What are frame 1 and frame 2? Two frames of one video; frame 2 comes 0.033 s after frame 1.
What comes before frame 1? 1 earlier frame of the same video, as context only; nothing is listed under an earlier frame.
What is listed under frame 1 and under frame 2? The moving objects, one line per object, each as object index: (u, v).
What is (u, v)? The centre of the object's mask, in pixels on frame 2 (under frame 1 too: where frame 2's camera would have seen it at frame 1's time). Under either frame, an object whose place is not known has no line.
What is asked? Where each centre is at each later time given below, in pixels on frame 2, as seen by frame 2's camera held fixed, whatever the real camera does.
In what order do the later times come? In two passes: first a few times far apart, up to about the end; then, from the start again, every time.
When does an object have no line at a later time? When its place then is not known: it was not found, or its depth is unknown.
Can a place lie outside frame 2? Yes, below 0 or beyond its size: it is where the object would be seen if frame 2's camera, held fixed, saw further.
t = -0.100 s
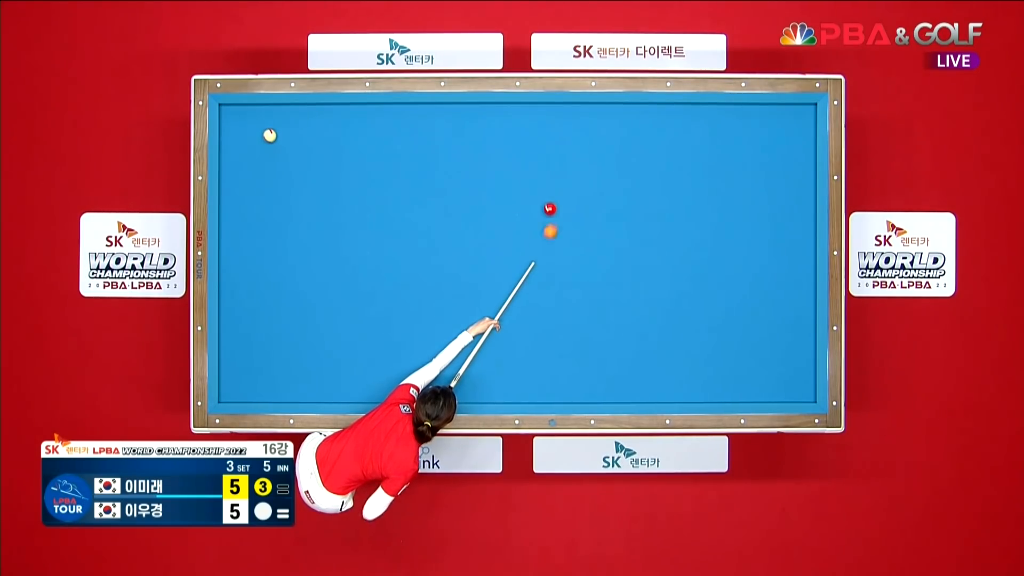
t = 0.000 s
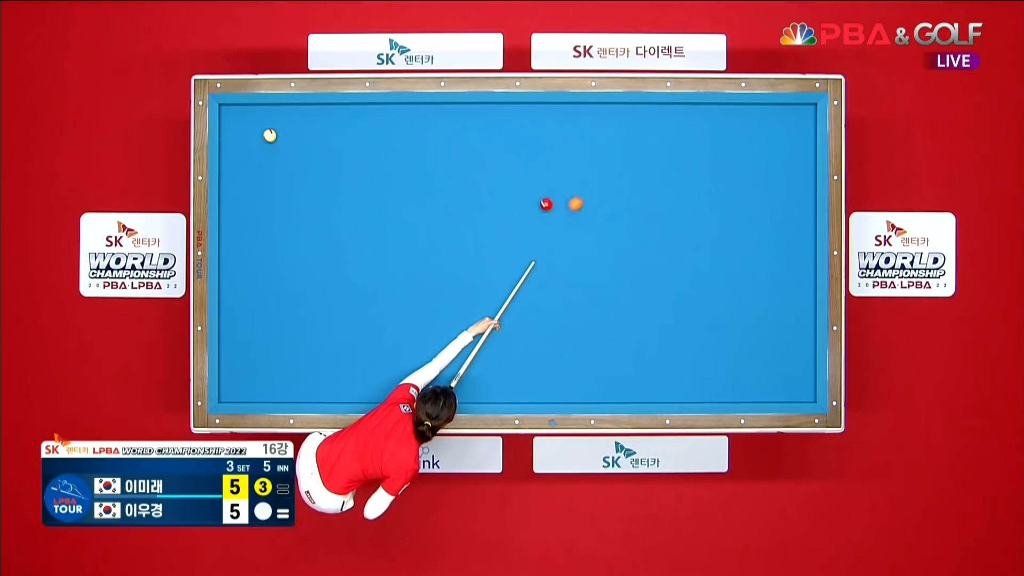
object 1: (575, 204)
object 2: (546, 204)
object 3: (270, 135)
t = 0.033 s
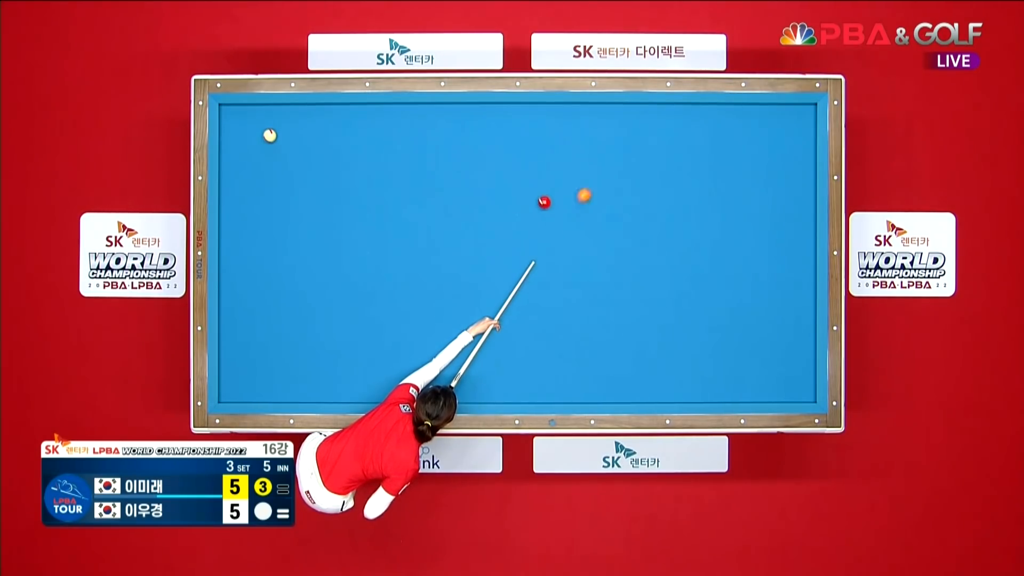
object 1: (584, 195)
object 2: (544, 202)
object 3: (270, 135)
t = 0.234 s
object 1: (636, 144)
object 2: (536, 191)
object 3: (270, 135)
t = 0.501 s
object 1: (705, 133)
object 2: (525, 178)
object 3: (270, 135)
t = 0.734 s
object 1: (765, 170)
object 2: (515, 166)
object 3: (270, 135)
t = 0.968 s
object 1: (802, 205)
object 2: (506, 155)
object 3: (270, 135)
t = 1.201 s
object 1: (762, 245)
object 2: (498, 144)
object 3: (270, 135)
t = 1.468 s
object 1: (724, 290)
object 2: (488, 132)
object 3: (270, 135)
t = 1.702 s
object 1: (691, 329)
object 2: (480, 123)
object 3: (270, 135)
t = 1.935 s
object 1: (660, 368)
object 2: (473, 113)
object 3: (270, 135)
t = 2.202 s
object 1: (623, 388)
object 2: (465, 111)
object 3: (270, 135)
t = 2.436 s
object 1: (591, 366)
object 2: (460, 116)
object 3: (270, 135)
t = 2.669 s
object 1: (560, 344)
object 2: (456, 121)
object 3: (270, 135)
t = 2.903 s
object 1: (529, 323)
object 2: (452, 125)
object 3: (270, 135)
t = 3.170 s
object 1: (494, 299)
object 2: (447, 129)
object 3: (270, 135)
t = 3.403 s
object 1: (464, 279)
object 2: (444, 133)
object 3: (270, 135)
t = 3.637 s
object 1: (434, 259)
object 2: (440, 136)
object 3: (270, 135)
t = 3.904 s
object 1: (401, 237)
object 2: (437, 139)
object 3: (270, 135)
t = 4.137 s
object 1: (372, 217)
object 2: (435, 141)
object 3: (270, 135)
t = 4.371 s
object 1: (345, 199)
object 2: (433, 143)
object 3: (270, 135)
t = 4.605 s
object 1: (318, 180)
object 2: (431, 145)
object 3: (270, 135)
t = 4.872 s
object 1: (287, 160)
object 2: (430, 147)
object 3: (270, 135)
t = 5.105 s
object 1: (262, 148)
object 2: (429, 148)
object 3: (269, 129)
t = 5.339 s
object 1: (240, 146)
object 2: (428, 148)
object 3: (266, 117)
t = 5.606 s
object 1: (231, 141)
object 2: (428, 149)
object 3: (264, 114)
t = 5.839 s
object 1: (243, 134)
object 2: (428, 149)
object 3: (262, 121)
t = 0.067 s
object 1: (593, 187)
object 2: (543, 200)
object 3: (270, 135)
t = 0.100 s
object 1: (602, 178)
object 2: (541, 198)
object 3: (270, 135)
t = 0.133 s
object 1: (611, 169)
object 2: (540, 197)
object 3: (270, 135)
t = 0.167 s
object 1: (619, 161)
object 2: (538, 195)
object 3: (270, 135)
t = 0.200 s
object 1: (627, 153)
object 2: (537, 193)
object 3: (270, 135)
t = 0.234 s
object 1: (636, 144)
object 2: (536, 191)
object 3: (270, 135)
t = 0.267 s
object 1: (645, 135)
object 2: (534, 190)
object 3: (270, 135)
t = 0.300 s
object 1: (654, 127)
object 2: (533, 188)
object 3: (270, 135)
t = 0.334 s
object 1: (662, 118)
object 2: (531, 186)
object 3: (270, 135)
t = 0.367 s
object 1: (671, 110)
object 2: (530, 184)
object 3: (270, 135)
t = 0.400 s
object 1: (679, 113)
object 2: (529, 183)
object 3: (270, 135)
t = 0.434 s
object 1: (688, 121)
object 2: (527, 181)
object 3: (270, 135)
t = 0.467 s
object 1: (697, 128)
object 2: (526, 180)
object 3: (270, 135)
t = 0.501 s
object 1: (705, 133)
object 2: (525, 178)
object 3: (270, 135)
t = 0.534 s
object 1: (714, 140)
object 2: (523, 176)
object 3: (270, 135)
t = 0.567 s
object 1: (723, 145)
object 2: (522, 174)
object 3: (270, 135)
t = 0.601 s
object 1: (731, 151)
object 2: (520, 173)
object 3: (270, 135)
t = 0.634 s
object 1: (739, 155)
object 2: (519, 171)
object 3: (270, 135)
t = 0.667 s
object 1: (748, 160)
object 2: (518, 169)
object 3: (270, 135)
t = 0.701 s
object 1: (757, 165)
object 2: (516, 168)
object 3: (270, 135)
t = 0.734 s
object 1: (765, 170)
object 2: (515, 166)
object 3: (270, 135)
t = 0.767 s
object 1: (773, 175)
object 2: (514, 165)
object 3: (270, 135)
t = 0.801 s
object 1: (782, 180)
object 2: (513, 163)
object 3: (270, 135)
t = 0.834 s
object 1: (790, 184)
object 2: (511, 161)
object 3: (270, 135)
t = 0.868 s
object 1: (798, 189)
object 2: (510, 160)
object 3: (270, 135)
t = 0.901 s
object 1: (807, 194)
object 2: (509, 158)
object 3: (270, 135)
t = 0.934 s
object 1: (809, 199)
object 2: (507, 156)
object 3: (270, 135)
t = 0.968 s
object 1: (802, 205)
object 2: (506, 155)
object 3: (270, 135)
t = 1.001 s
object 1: (794, 211)
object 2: (505, 153)
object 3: (270, 135)
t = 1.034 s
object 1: (788, 216)
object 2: (504, 152)
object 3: (270, 135)
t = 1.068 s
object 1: (782, 222)
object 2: (502, 150)
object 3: (270, 135)
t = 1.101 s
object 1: (776, 228)
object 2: (501, 149)
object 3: (270, 135)
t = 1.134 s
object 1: (771, 234)
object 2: (500, 147)
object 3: (270, 135)
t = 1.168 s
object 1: (766, 240)
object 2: (499, 146)
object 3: (270, 135)
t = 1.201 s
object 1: (762, 245)
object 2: (498, 144)
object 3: (270, 135)
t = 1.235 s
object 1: (757, 251)
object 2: (496, 143)
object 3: (270, 135)
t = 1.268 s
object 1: (752, 257)
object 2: (495, 141)
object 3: (270, 135)
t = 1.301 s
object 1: (747, 262)
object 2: (494, 140)
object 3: (270, 135)
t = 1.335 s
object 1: (742, 268)
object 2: (493, 138)
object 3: (270, 135)
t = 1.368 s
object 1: (738, 274)
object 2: (492, 137)
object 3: (270, 135)
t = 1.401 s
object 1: (733, 279)
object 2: (491, 135)
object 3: (270, 135)
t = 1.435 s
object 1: (729, 285)
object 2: (489, 134)
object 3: (270, 135)
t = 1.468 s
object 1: (724, 290)
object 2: (488, 132)
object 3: (270, 135)
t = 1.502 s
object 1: (719, 296)
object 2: (487, 131)
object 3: (270, 135)
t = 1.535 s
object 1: (715, 301)
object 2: (486, 130)
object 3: (270, 135)
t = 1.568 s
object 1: (710, 307)
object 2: (485, 128)
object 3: (270, 135)
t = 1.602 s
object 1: (706, 313)
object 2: (484, 127)
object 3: (270, 135)
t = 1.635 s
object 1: (701, 318)
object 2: (482, 125)
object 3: (270, 135)
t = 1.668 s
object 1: (696, 324)
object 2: (481, 124)
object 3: (270, 135)
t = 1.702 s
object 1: (691, 329)
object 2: (480, 123)
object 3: (270, 135)
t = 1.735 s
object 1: (687, 335)
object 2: (479, 121)
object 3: (270, 135)
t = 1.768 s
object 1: (682, 340)
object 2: (478, 120)
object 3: (270, 135)
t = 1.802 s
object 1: (678, 346)
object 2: (477, 119)
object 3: (270, 135)
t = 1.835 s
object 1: (673, 351)
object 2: (476, 117)
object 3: (270, 135)
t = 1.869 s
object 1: (669, 357)
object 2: (475, 116)
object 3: (270, 135)
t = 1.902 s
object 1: (664, 362)
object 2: (474, 115)
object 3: (270, 135)
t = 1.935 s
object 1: (660, 368)
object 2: (473, 113)
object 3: (270, 135)
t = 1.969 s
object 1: (655, 373)
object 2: (471, 112)
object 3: (270, 135)
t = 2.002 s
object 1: (651, 379)
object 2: (470, 111)
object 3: (270, 135)
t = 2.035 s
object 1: (646, 384)
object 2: (469, 109)
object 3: (270, 135)
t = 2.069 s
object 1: (642, 389)
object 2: (468, 109)
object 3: (270, 135)
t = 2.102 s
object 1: (637, 395)
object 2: (468, 109)
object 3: (270, 135)
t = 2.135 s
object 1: (633, 397)
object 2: (467, 110)
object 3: (270, 135)
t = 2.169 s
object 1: (628, 392)
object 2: (466, 110)
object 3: (270, 135)
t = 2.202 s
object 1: (623, 388)
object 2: (465, 111)
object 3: (270, 135)
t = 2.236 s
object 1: (619, 384)
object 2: (465, 112)
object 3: (270, 135)
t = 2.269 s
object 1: (614, 381)
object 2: (464, 113)
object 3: (270, 135)
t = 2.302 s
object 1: (610, 378)
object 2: (463, 114)
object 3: (270, 135)
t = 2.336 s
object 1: (605, 375)
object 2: (462, 114)
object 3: (270, 135)
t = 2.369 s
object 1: (600, 372)
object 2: (462, 115)
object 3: (270, 135)
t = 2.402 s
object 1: (596, 369)
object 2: (461, 115)
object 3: (270, 135)
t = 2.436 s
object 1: (591, 366)
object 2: (460, 116)
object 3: (270, 135)
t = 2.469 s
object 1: (586, 362)
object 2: (460, 117)
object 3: (270, 135)
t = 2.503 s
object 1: (582, 359)
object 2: (459, 117)
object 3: (270, 135)
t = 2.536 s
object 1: (578, 356)
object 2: (458, 118)
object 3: (270, 135)
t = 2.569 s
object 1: (573, 353)
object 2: (458, 119)
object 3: (270, 135)
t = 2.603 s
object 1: (569, 350)
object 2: (457, 120)
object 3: (270, 135)
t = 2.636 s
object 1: (564, 347)
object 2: (456, 120)
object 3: (270, 135)
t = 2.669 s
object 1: (560, 344)
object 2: (456, 121)
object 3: (270, 135)
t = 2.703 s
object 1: (555, 341)
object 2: (455, 121)
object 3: (270, 135)
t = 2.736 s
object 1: (551, 338)
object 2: (455, 122)
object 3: (270, 135)
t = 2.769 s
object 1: (546, 335)
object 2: (454, 123)
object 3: (270, 135)
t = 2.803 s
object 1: (542, 332)
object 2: (454, 123)
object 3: (270, 135)
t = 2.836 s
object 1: (537, 329)
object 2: (453, 124)
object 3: (270, 135)
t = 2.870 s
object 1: (533, 326)
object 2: (452, 125)
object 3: (270, 135)
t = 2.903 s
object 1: (529, 323)
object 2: (452, 125)
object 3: (270, 135)
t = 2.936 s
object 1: (524, 320)
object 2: (451, 126)
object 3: (270, 135)
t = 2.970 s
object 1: (520, 317)
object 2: (451, 126)
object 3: (270, 135)
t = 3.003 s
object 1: (515, 314)
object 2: (450, 127)
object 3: (270, 135)
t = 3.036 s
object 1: (511, 311)
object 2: (449, 127)
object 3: (270, 135)
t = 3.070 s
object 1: (507, 308)
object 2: (449, 128)
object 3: (270, 135)
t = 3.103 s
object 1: (502, 305)
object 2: (448, 128)
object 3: (270, 135)
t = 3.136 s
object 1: (498, 302)
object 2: (448, 129)
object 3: (270, 135)
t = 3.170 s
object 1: (494, 299)
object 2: (447, 129)
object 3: (270, 135)
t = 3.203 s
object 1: (489, 297)
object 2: (447, 130)
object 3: (270, 135)
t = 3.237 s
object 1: (485, 294)
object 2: (446, 130)
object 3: (270, 135)
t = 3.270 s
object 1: (481, 291)
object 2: (446, 131)
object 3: (270, 135)
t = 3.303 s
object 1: (476, 288)
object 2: (445, 131)
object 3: (270, 135)
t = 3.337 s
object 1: (472, 285)
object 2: (445, 132)
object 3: (270, 135)
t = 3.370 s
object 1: (468, 282)
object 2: (444, 132)
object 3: (270, 135)
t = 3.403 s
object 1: (464, 279)
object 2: (444, 133)
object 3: (270, 135)
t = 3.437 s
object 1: (459, 276)
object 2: (443, 133)
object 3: (270, 135)
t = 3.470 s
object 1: (455, 273)
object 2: (443, 134)
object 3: (270, 135)
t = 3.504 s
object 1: (451, 271)
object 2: (442, 134)
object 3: (270, 135)
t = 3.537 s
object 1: (447, 268)
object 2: (442, 134)
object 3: (270, 135)
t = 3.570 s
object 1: (442, 265)
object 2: (441, 135)
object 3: (270, 135)
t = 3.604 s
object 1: (438, 262)
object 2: (441, 135)
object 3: (270, 135)
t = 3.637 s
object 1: (434, 259)
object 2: (440, 136)
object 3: (270, 135)
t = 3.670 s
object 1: (430, 256)
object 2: (440, 136)
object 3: (270, 135)
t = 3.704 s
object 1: (426, 253)
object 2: (440, 136)
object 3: (270, 135)
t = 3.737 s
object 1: (421, 251)
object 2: (439, 137)
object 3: (270, 135)
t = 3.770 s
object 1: (417, 248)
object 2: (439, 137)
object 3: (270, 135)
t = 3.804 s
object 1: (413, 245)
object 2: (439, 137)
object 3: (270, 135)
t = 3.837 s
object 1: (409, 242)
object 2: (438, 138)
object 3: (270, 135)
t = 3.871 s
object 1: (405, 239)
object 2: (438, 138)
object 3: (270, 135)
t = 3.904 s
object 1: (401, 237)
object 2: (437, 139)
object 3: (270, 135)
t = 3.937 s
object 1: (397, 234)
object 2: (437, 139)
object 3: (270, 135)
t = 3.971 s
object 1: (393, 231)
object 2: (437, 139)
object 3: (270, 135)
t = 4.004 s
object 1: (389, 228)
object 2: (436, 140)
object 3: (270, 135)
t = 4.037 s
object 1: (385, 226)
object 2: (436, 140)
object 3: (270, 135)
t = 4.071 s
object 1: (381, 223)
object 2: (436, 140)
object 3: (270, 135)
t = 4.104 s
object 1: (376, 220)
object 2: (435, 141)
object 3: (270, 135)
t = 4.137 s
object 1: (372, 217)
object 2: (435, 141)
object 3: (270, 135)
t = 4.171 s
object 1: (369, 215)
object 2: (434, 141)
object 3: (270, 135)
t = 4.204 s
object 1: (364, 212)
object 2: (434, 142)
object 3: (270, 135)
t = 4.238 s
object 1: (361, 209)
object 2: (434, 142)
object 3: (270, 135)
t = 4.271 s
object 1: (357, 207)
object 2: (433, 142)
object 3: (270, 135)
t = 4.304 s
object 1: (353, 204)
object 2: (433, 142)
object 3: (270, 135)
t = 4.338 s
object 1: (349, 201)
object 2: (433, 143)
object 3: (270, 135)
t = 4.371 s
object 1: (345, 199)
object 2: (433, 143)
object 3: (270, 135)
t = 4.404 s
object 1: (341, 196)
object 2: (432, 143)
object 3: (270, 135)
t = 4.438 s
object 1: (337, 194)
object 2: (432, 144)
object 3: (270, 135)
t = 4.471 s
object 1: (333, 191)
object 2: (432, 144)
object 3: (270, 135)
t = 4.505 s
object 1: (329, 188)
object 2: (432, 144)
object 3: (270, 135)
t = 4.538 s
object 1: (325, 186)
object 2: (432, 144)
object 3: (270, 135)
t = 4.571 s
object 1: (322, 183)
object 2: (431, 145)
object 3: (270, 135)
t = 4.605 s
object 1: (318, 180)
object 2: (431, 145)
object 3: (270, 135)
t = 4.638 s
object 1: (314, 178)
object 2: (431, 145)
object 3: (270, 135)
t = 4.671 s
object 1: (310, 175)
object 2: (431, 145)
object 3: (270, 135)
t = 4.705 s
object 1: (306, 173)
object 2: (430, 146)
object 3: (270, 135)
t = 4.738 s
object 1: (302, 170)
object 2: (430, 146)
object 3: (270, 135)
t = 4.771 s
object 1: (299, 168)
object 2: (430, 146)
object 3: (270, 135)
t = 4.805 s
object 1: (295, 165)
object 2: (430, 146)
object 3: (270, 135)
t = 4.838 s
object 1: (291, 162)
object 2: (430, 146)
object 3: (270, 135)
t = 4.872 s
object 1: (287, 160)
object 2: (430, 147)
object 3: (270, 135)
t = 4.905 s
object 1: (284, 157)
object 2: (429, 147)
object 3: (270, 135)
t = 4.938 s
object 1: (280, 155)
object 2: (429, 147)
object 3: (270, 135)
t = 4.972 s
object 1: (276, 152)
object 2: (429, 147)
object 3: (270, 135)
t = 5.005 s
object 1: (272, 150)
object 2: (429, 147)
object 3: (270, 135)
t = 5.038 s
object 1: (269, 149)
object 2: (429, 147)
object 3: (269, 134)
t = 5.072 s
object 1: (266, 149)
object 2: (429, 148)
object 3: (269, 131)
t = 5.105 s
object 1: (262, 148)
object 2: (429, 148)
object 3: (269, 129)
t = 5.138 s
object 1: (259, 148)
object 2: (429, 148)
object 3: (268, 128)
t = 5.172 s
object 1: (256, 148)
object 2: (428, 148)
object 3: (268, 126)
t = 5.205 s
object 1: (253, 147)
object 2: (428, 148)
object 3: (268, 124)
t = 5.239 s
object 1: (249, 147)
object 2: (428, 148)
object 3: (267, 122)
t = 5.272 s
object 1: (246, 147)
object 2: (428, 148)
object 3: (267, 120)
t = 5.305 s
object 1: (243, 146)
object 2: (428, 148)
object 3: (267, 118)
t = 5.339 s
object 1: (240, 146)
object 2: (428, 148)
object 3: (266, 117)
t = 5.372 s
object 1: (237, 145)
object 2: (428, 148)
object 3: (266, 115)
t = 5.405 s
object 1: (233, 145)
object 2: (428, 148)
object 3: (266, 113)
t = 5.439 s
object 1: (230, 145)
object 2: (428, 149)
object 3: (265, 111)
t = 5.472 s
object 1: (227, 144)
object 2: (428, 149)
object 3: (265, 110)
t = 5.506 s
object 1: (225, 144)
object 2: (428, 149)
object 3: (265, 111)
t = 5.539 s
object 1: (227, 143)
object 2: (428, 149)
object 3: (264, 112)
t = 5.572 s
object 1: (229, 142)
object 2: (428, 149)
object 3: (264, 113)
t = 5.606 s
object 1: (231, 141)
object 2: (428, 149)
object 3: (264, 114)
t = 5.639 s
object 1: (233, 140)
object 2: (428, 149)
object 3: (264, 115)
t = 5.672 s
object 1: (235, 139)
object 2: (428, 149)
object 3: (263, 116)
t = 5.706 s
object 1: (237, 138)
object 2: (428, 149)
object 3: (263, 117)
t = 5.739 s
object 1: (238, 137)
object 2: (428, 149)
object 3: (263, 118)
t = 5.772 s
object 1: (240, 136)
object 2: (428, 149)
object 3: (262, 119)
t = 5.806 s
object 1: (242, 135)
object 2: (428, 149)
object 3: (262, 120)
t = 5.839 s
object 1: (243, 134)
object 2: (428, 149)
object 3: (262, 121)
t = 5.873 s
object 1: (245, 133)
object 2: (428, 149)
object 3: (262, 122)
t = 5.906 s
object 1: (247, 133)
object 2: (428, 149)
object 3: (261, 123)
